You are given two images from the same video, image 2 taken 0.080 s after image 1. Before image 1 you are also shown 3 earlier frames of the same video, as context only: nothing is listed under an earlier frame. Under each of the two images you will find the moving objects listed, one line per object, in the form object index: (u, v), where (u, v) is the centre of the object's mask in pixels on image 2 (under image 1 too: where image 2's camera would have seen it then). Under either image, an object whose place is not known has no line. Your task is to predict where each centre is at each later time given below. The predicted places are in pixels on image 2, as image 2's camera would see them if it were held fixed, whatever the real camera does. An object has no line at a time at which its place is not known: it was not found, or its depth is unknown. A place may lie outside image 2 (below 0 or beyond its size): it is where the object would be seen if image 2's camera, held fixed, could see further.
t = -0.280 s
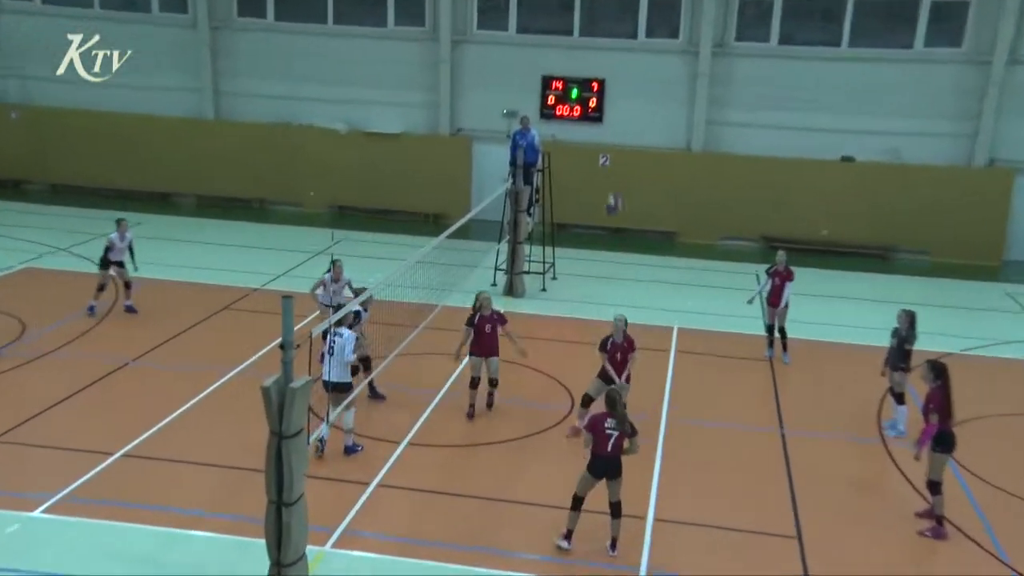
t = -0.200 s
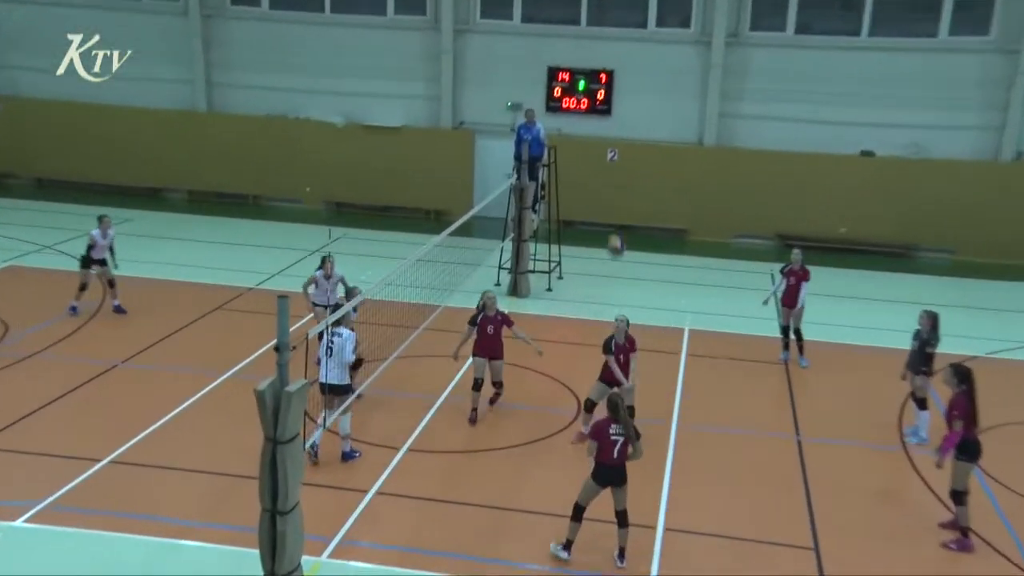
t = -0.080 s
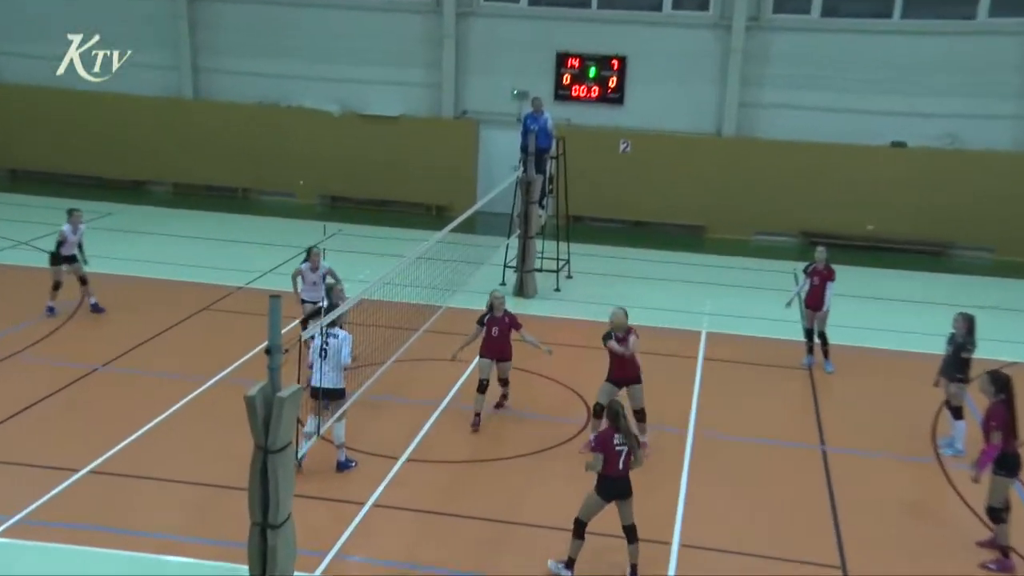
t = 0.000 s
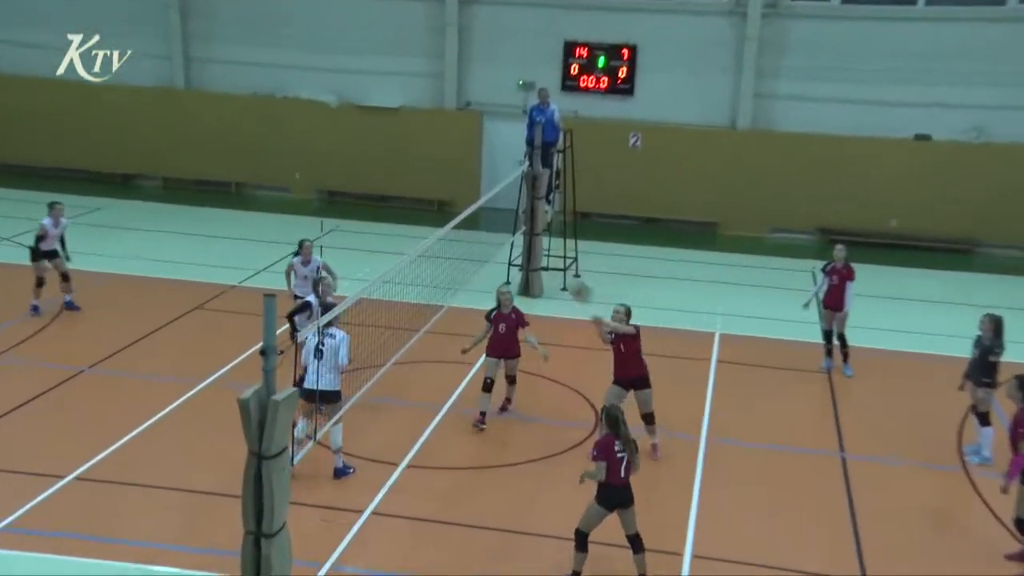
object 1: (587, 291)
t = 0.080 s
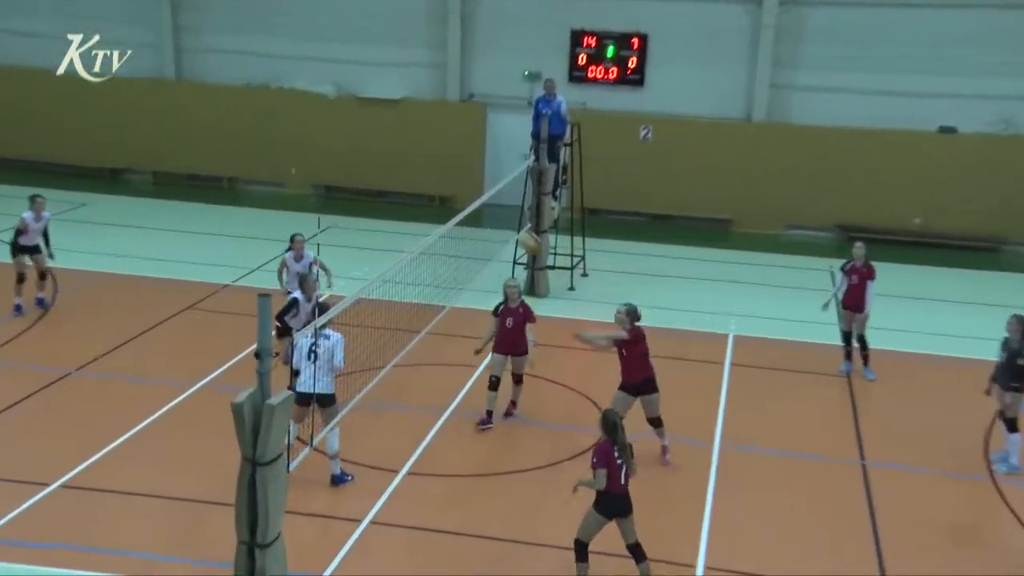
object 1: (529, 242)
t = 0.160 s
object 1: (472, 198)
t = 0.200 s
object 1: (447, 180)
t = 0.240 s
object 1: (419, 166)
